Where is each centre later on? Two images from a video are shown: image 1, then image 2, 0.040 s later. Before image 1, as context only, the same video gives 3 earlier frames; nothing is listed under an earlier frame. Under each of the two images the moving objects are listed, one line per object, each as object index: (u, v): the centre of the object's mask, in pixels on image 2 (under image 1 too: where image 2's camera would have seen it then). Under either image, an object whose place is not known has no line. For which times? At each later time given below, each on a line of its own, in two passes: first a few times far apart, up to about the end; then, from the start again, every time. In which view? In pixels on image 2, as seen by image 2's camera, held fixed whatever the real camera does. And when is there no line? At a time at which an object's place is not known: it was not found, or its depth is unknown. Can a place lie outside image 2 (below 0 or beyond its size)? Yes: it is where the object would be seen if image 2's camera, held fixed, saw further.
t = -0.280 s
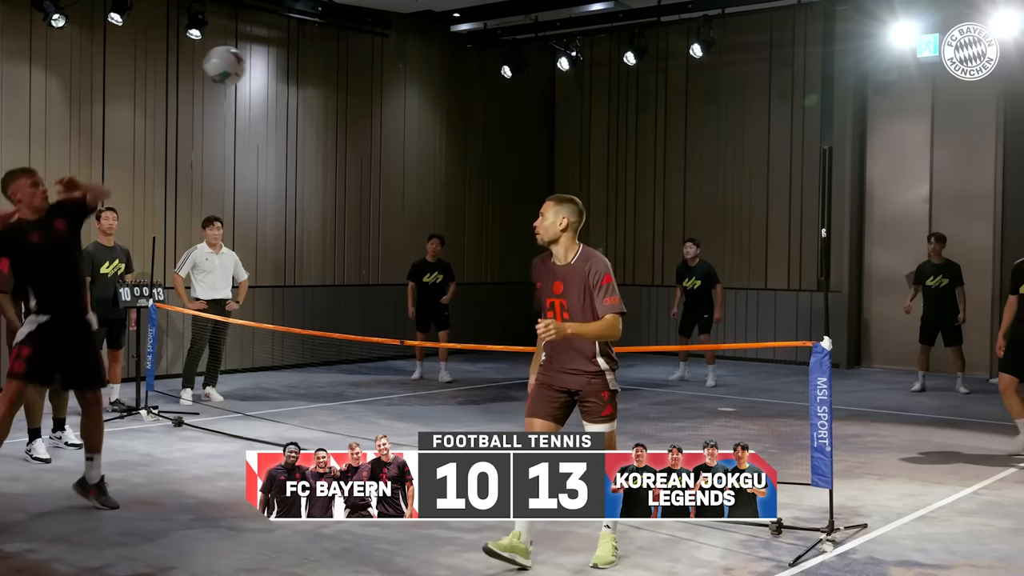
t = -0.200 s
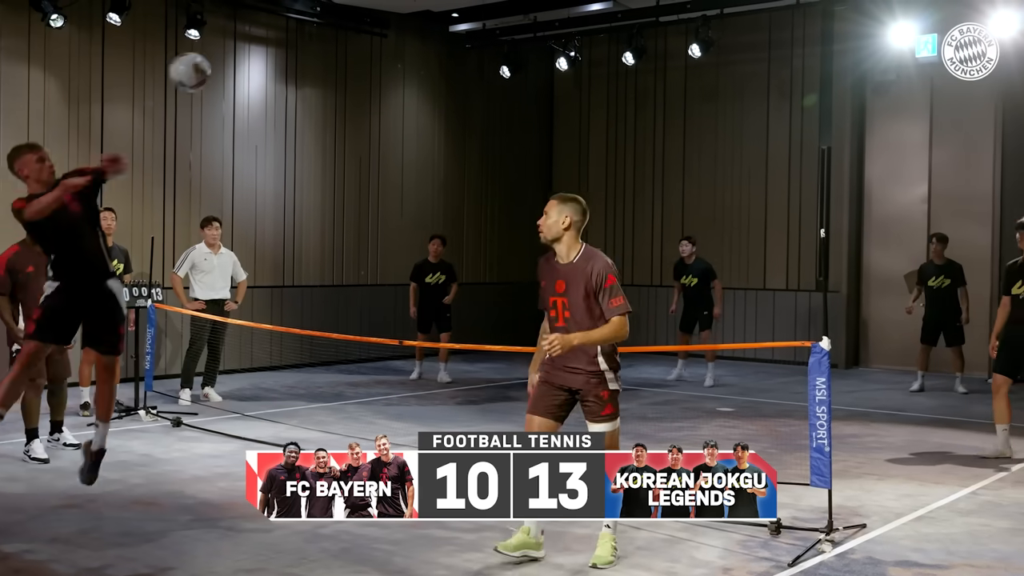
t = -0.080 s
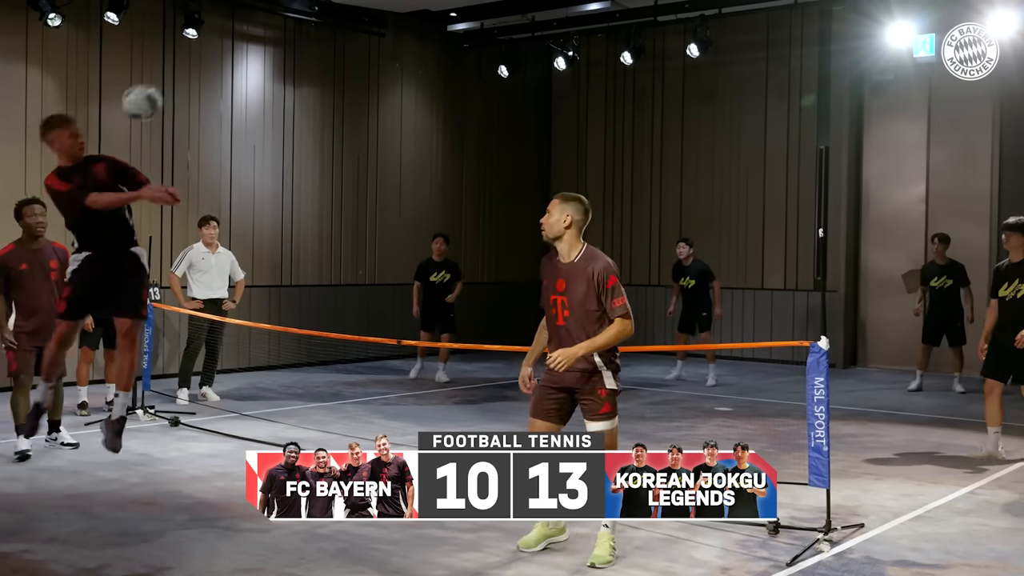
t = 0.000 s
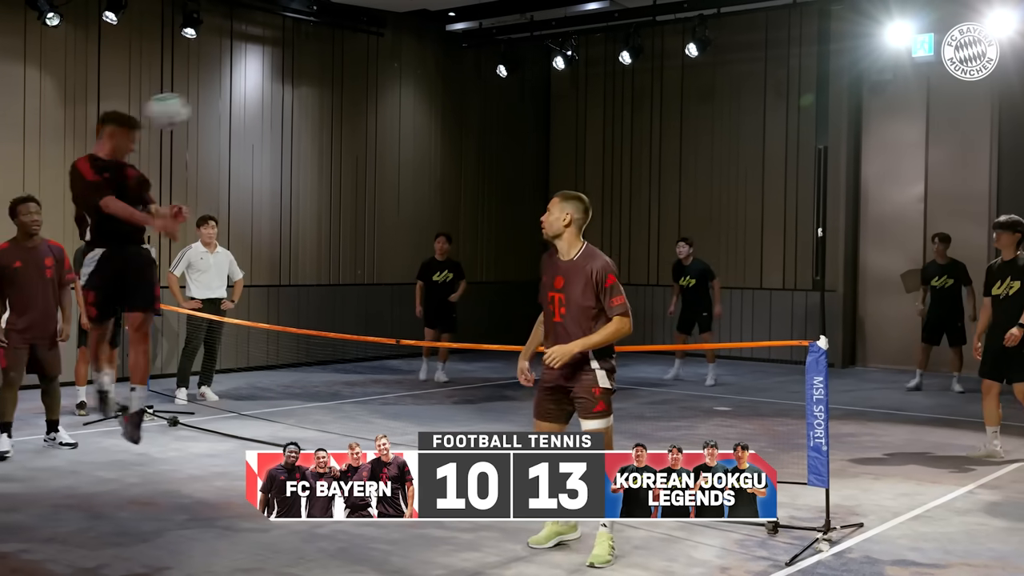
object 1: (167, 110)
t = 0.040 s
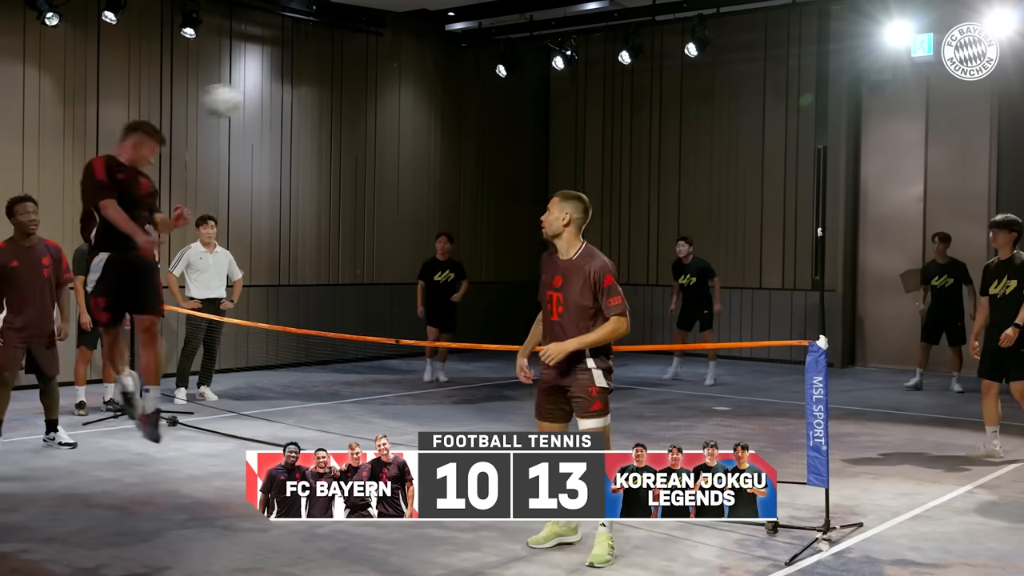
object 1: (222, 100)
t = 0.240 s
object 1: (462, 95)
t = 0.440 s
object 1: (658, 146)
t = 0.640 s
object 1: (817, 241)
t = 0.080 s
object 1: (276, 93)
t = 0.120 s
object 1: (325, 90)
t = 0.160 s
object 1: (372, 89)
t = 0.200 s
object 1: (419, 90)
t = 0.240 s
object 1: (462, 95)
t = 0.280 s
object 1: (504, 101)
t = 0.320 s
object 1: (545, 109)
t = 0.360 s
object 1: (584, 119)
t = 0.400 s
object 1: (622, 132)
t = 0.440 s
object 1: (658, 146)
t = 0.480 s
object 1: (692, 161)
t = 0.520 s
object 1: (725, 179)
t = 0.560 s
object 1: (757, 198)
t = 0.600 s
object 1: (787, 219)
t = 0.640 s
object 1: (817, 241)
